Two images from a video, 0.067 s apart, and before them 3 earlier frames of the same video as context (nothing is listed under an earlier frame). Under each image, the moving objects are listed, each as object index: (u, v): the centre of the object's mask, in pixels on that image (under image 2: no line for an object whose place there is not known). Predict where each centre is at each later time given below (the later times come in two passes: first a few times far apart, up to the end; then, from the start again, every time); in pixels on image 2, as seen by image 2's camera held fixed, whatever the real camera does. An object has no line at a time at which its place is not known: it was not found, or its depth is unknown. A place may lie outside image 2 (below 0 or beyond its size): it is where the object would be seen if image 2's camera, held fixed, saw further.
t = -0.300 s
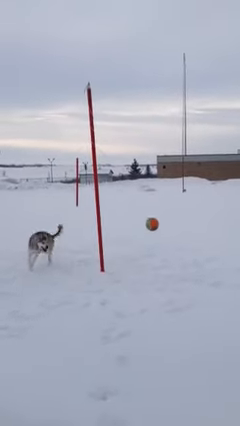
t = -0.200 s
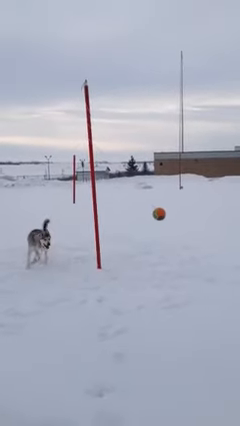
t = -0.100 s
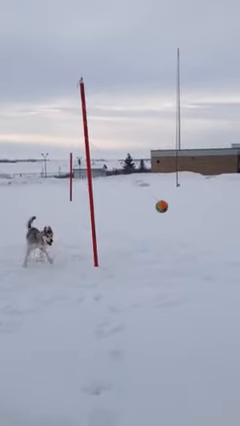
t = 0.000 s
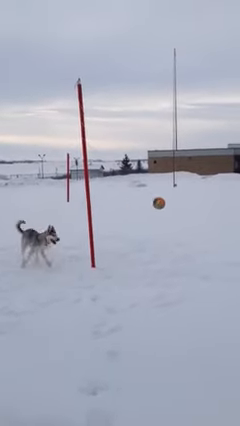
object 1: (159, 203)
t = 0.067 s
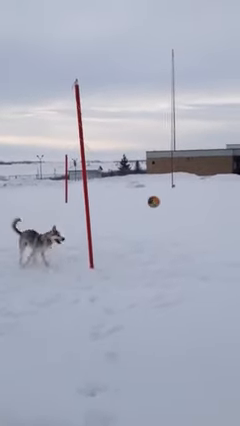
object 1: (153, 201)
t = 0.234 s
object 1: (140, 202)
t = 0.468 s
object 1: (108, 211)
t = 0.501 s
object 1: (102, 212)
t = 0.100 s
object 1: (151, 201)
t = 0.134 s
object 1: (149, 201)
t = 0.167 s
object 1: (146, 201)
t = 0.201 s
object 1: (143, 202)
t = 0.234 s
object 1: (140, 202)
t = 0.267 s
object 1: (137, 203)
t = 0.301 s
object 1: (132, 204)
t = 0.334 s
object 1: (128, 205)
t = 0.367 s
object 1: (123, 206)
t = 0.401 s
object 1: (118, 207)
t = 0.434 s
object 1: (113, 209)
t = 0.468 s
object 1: (108, 211)
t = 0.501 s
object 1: (102, 212)
